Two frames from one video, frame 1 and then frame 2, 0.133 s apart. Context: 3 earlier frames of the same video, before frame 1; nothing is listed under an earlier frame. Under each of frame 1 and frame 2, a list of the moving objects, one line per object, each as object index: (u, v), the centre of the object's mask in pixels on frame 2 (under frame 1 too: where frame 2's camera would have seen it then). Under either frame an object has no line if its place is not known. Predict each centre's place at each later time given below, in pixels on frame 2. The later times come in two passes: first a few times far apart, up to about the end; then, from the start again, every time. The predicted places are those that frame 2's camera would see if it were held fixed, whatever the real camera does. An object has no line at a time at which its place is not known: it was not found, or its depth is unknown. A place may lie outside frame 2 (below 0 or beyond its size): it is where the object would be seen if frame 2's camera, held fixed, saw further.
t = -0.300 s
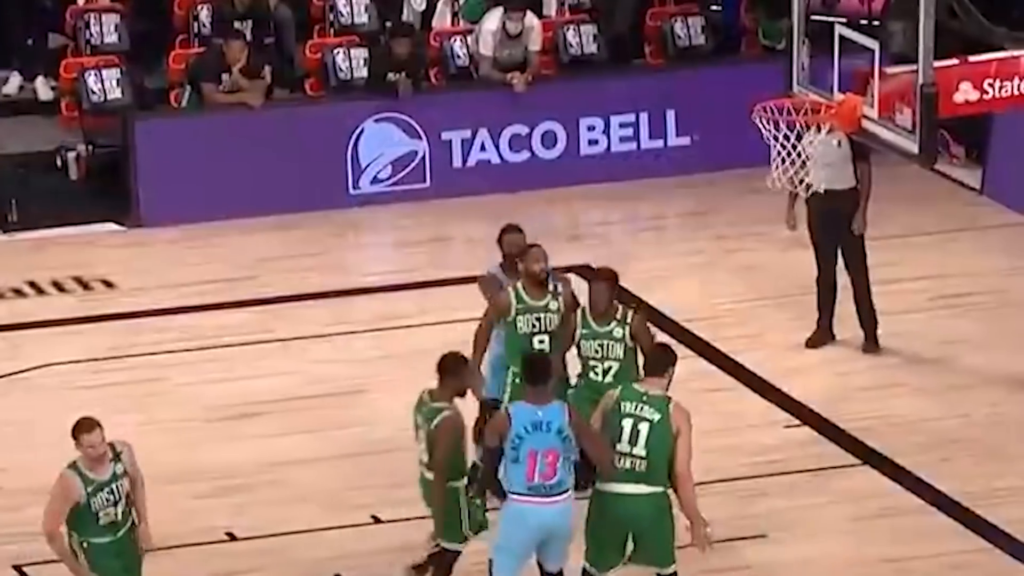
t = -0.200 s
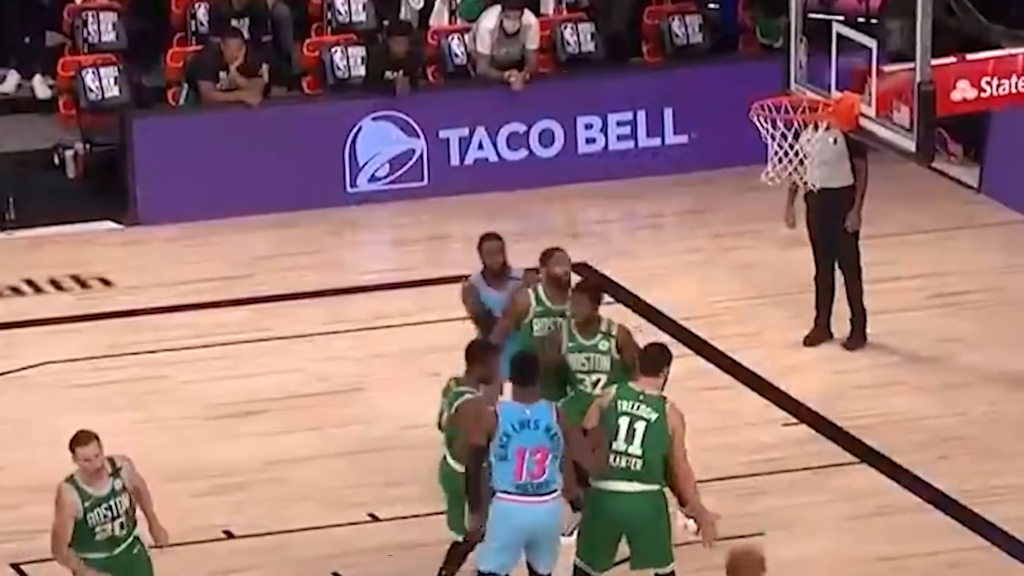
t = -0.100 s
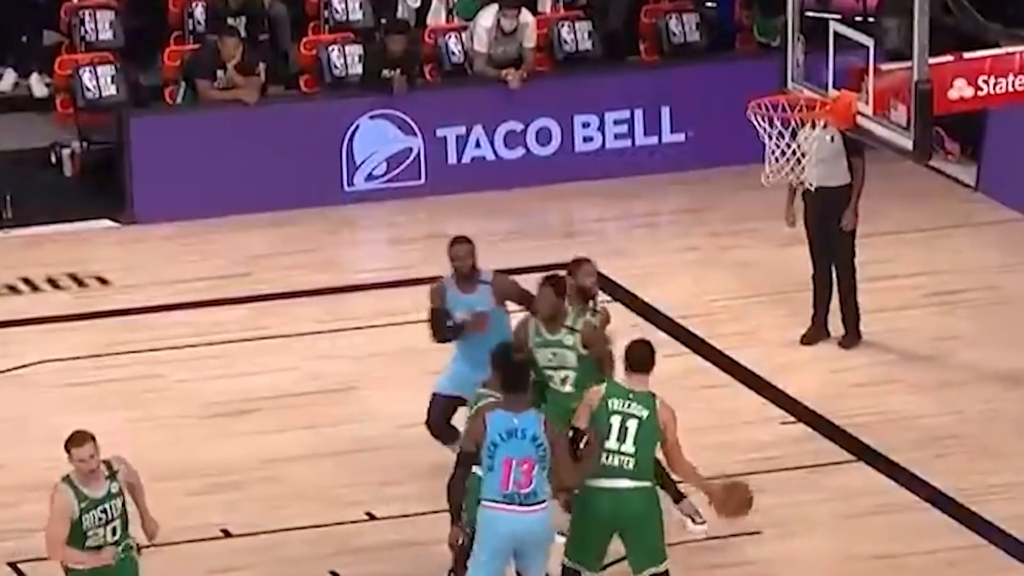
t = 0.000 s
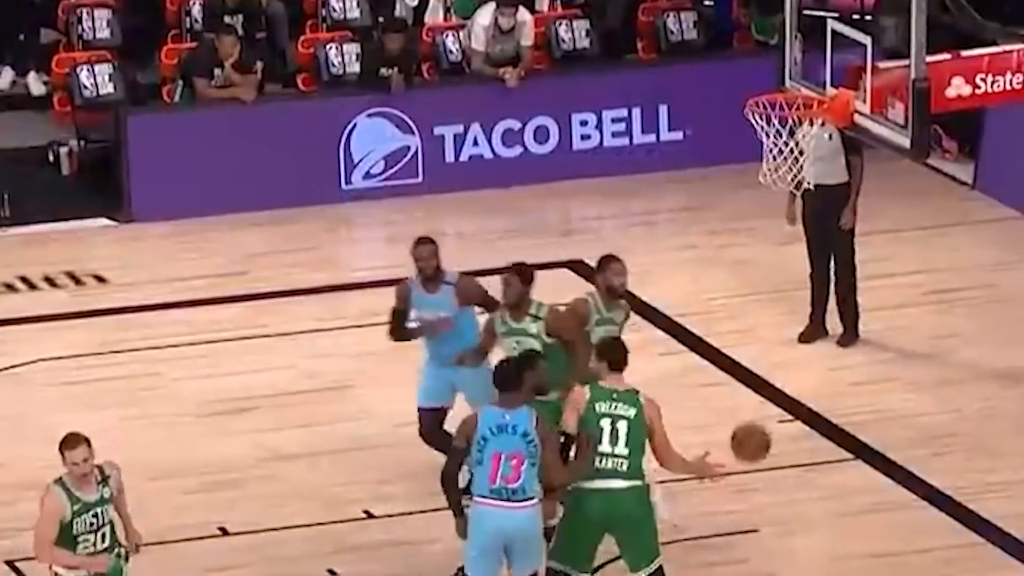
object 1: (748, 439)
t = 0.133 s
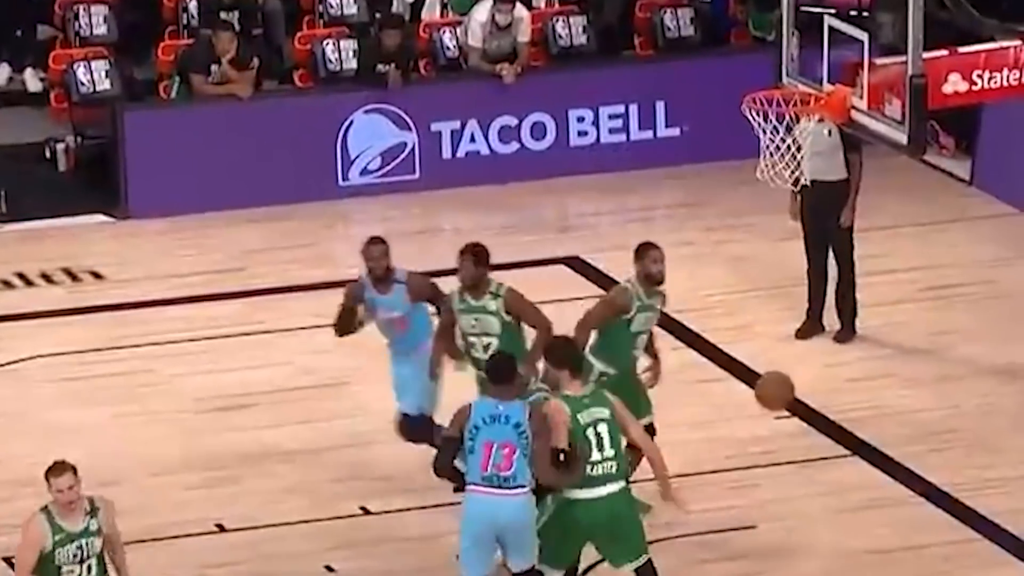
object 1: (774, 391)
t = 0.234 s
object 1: (793, 373)
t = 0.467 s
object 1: (838, 394)
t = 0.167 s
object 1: (781, 383)
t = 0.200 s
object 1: (787, 378)
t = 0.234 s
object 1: (793, 373)
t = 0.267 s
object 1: (801, 371)
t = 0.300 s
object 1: (807, 370)
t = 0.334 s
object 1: (813, 371)
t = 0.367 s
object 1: (819, 375)
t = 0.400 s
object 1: (825, 379)
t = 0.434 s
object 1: (832, 386)
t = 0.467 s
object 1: (838, 394)
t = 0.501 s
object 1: (844, 403)
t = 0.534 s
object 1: (850, 414)
